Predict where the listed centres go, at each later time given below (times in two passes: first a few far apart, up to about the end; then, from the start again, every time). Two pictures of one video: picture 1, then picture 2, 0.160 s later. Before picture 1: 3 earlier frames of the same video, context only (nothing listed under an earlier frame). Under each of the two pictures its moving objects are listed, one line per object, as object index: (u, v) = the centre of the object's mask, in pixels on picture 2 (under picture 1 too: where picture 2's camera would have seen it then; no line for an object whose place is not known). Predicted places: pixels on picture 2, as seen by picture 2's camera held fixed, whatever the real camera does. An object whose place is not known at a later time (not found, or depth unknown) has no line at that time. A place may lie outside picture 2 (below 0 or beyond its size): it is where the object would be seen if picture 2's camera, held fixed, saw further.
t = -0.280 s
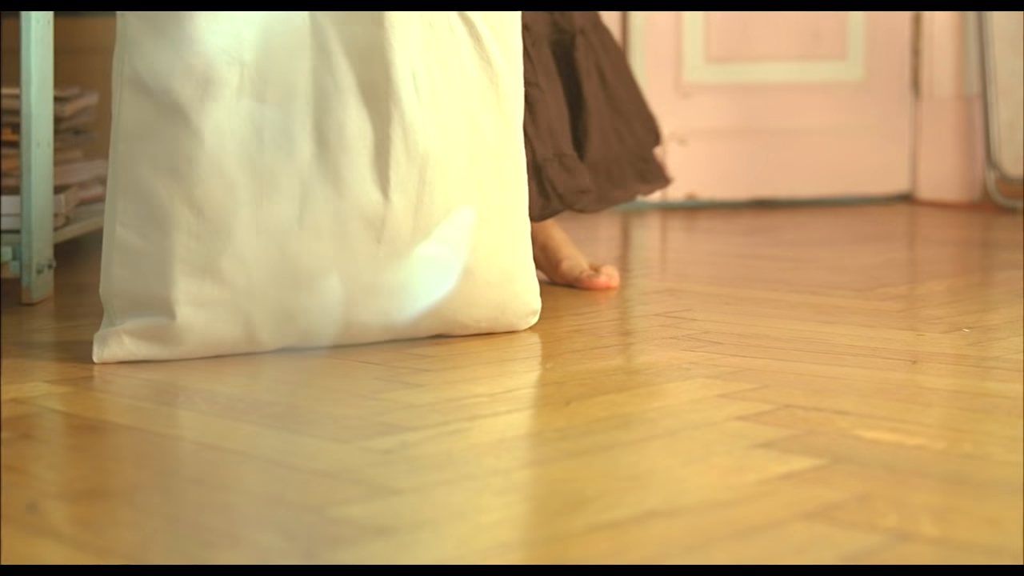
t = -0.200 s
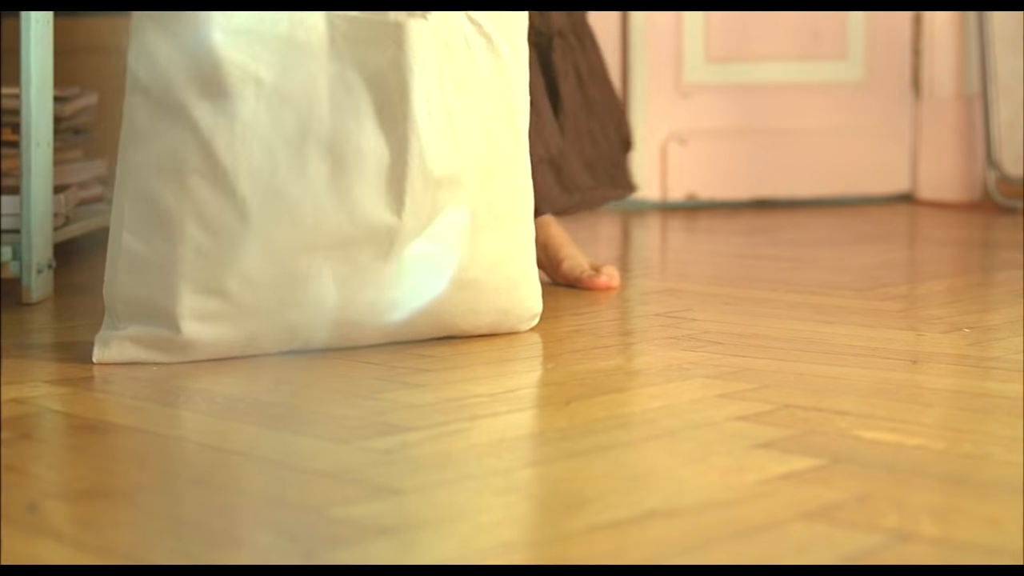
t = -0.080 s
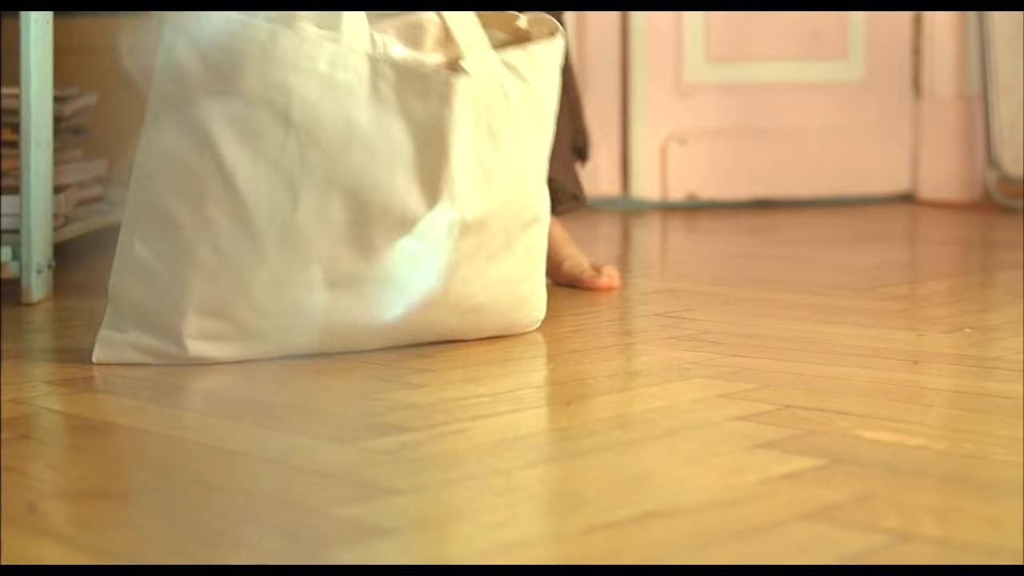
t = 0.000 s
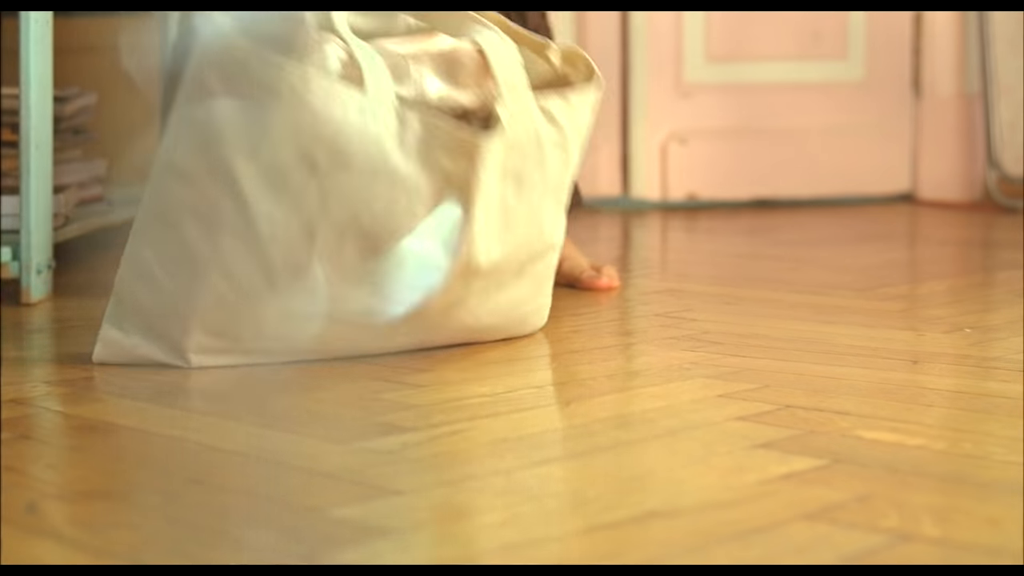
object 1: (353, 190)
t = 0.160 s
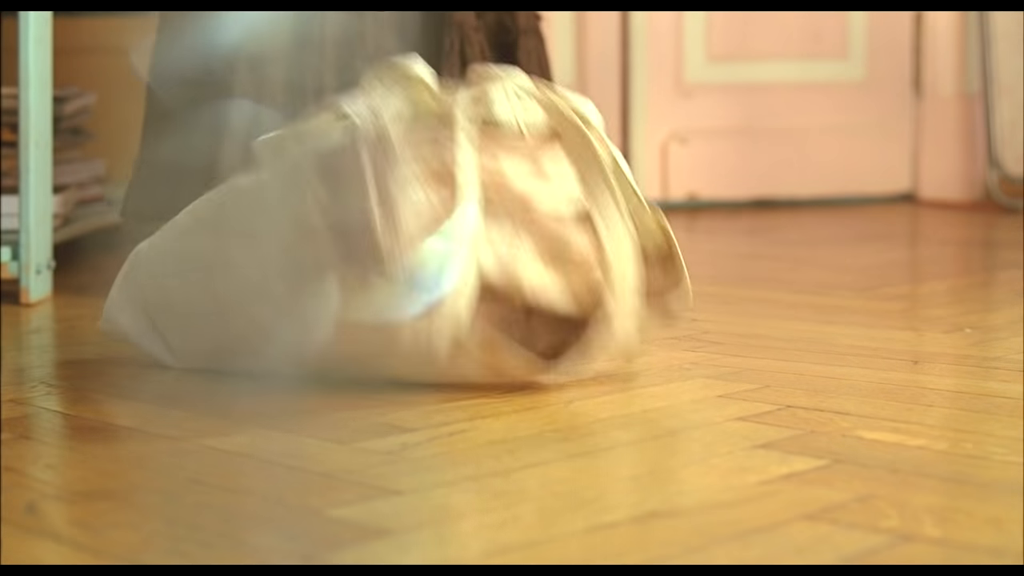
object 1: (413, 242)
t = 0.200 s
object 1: (421, 261)
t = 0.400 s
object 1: (451, 273)
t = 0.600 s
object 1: (448, 274)
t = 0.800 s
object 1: (447, 274)
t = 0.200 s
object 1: (421, 261)
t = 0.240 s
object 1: (435, 269)
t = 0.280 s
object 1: (447, 269)
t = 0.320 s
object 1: (453, 275)
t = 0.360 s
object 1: (452, 275)
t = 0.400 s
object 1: (451, 273)
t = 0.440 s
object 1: (450, 274)
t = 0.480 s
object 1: (450, 274)
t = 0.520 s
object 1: (449, 274)
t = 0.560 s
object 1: (449, 274)
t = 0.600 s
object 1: (448, 274)
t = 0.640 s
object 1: (448, 274)
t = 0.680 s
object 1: (448, 274)
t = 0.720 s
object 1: (447, 274)
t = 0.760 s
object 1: (448, 274)
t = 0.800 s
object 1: (447, 274)
